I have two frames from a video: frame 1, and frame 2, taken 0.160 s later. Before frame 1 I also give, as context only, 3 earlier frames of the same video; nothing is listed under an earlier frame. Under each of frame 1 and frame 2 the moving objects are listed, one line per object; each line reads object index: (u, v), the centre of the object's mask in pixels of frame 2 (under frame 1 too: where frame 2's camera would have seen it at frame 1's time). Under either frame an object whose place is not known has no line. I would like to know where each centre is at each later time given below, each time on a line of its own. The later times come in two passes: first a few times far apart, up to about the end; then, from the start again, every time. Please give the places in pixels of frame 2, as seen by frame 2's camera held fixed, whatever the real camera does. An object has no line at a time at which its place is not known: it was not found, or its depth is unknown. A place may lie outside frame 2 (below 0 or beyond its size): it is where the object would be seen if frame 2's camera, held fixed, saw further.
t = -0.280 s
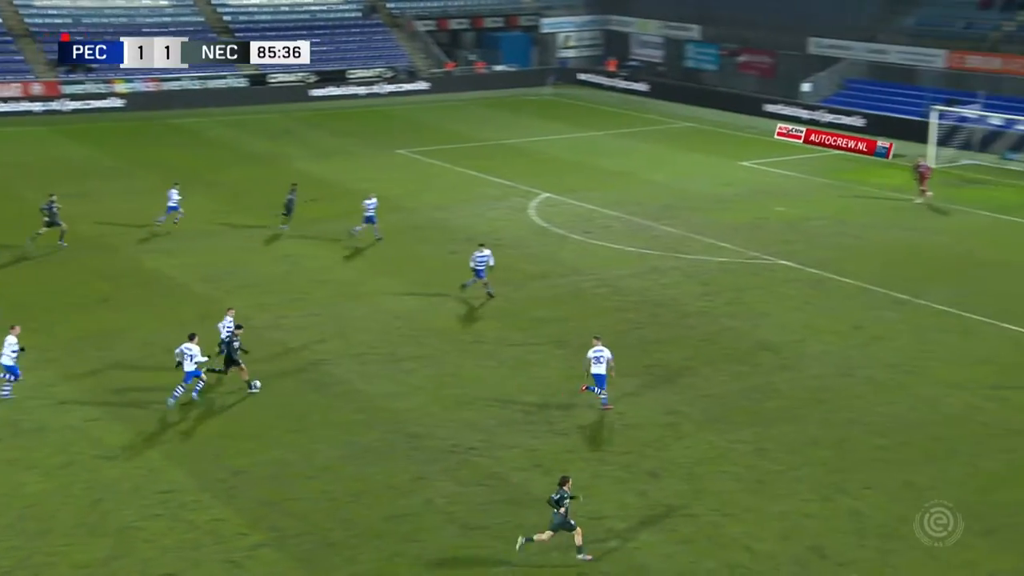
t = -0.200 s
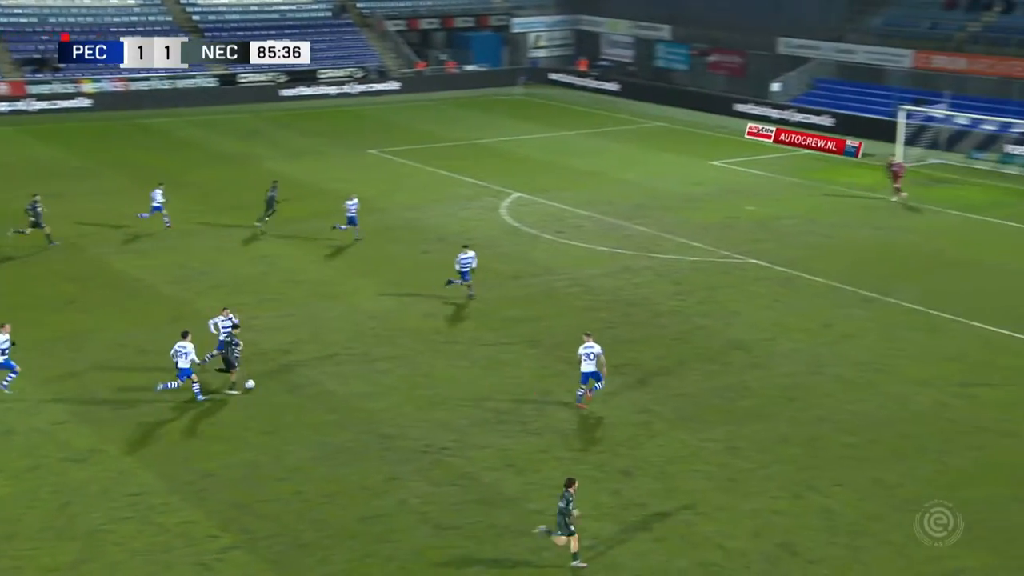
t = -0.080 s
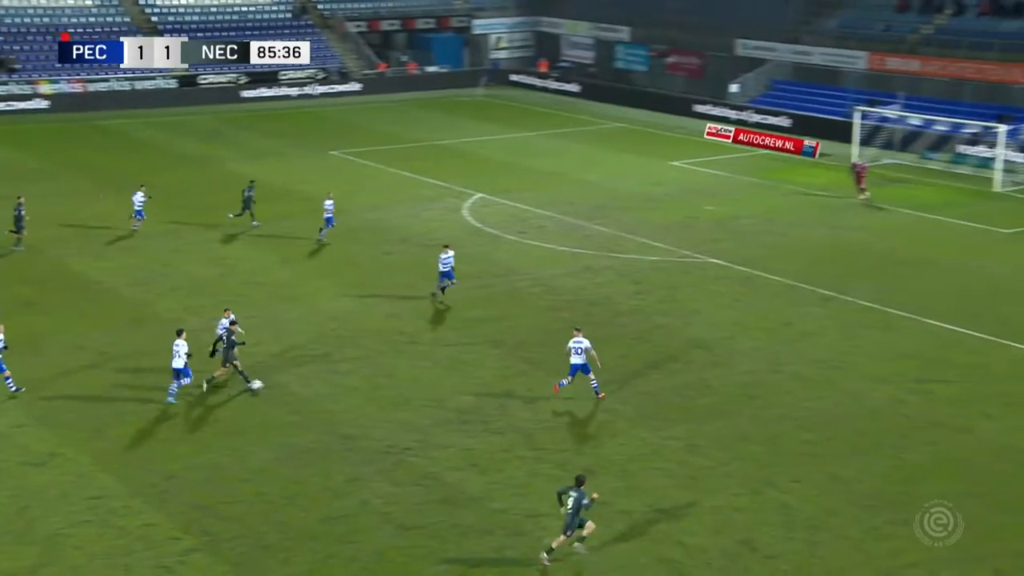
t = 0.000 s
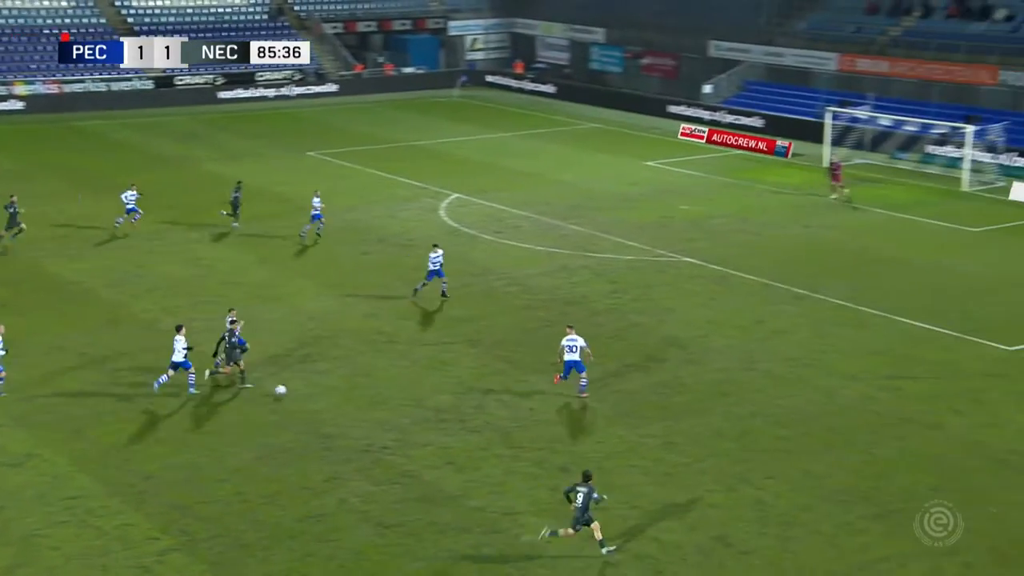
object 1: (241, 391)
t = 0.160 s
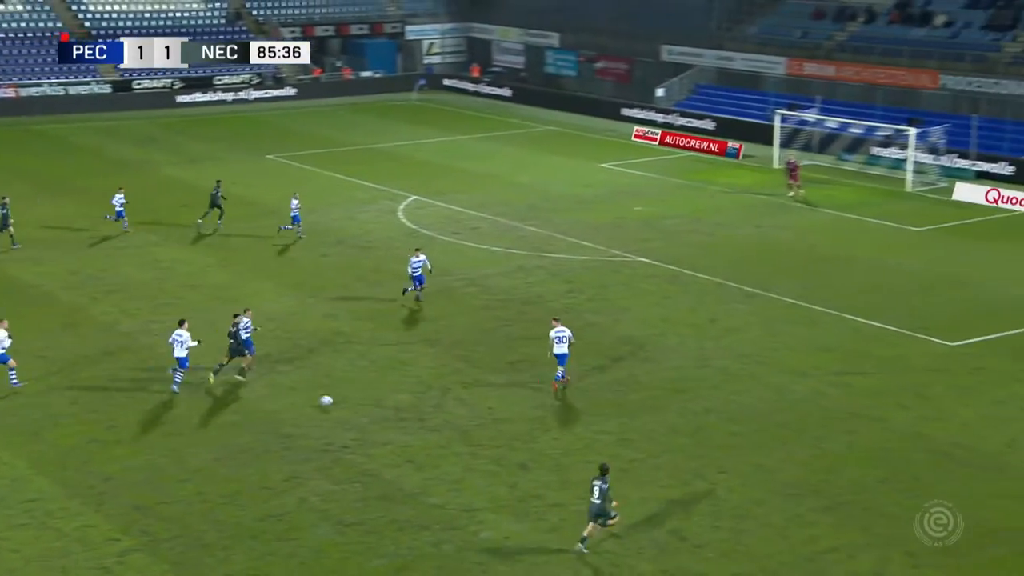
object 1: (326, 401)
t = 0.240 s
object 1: (367, 407)
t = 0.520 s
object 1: (499, 426)
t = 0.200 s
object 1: (347, 403)
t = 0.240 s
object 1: (367, 407)
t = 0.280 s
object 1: (388, 409)
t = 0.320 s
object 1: (406, 412)
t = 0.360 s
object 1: (426, 415)
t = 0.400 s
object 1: (445, 418)
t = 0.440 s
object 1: (463, 420)
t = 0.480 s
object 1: (481, 422)
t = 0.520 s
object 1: (499, 426)
